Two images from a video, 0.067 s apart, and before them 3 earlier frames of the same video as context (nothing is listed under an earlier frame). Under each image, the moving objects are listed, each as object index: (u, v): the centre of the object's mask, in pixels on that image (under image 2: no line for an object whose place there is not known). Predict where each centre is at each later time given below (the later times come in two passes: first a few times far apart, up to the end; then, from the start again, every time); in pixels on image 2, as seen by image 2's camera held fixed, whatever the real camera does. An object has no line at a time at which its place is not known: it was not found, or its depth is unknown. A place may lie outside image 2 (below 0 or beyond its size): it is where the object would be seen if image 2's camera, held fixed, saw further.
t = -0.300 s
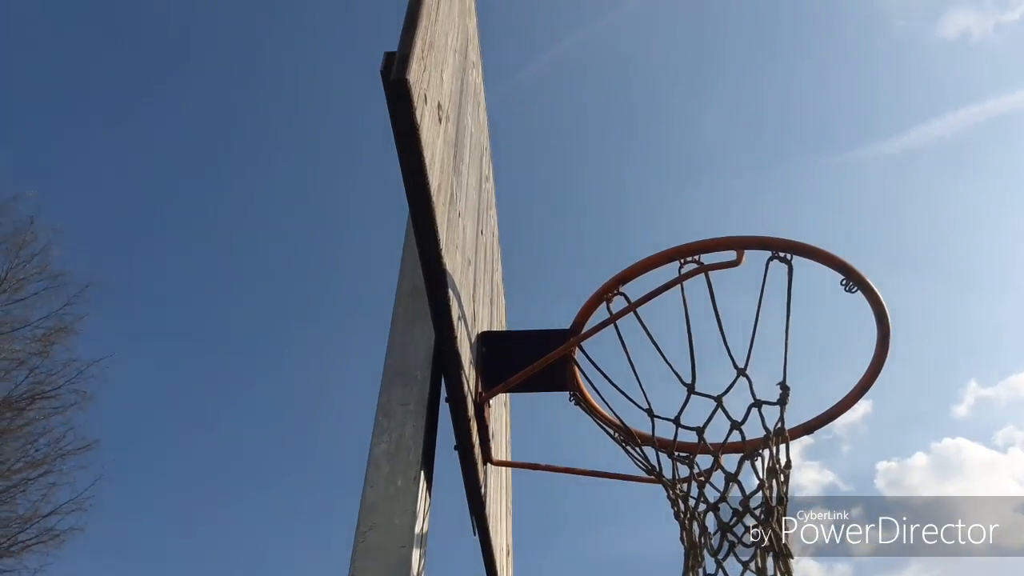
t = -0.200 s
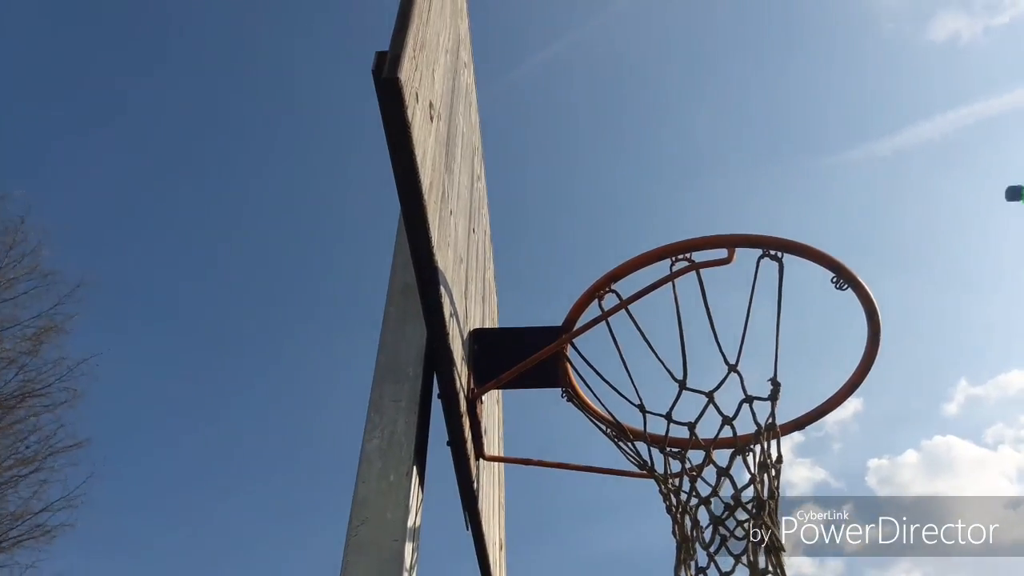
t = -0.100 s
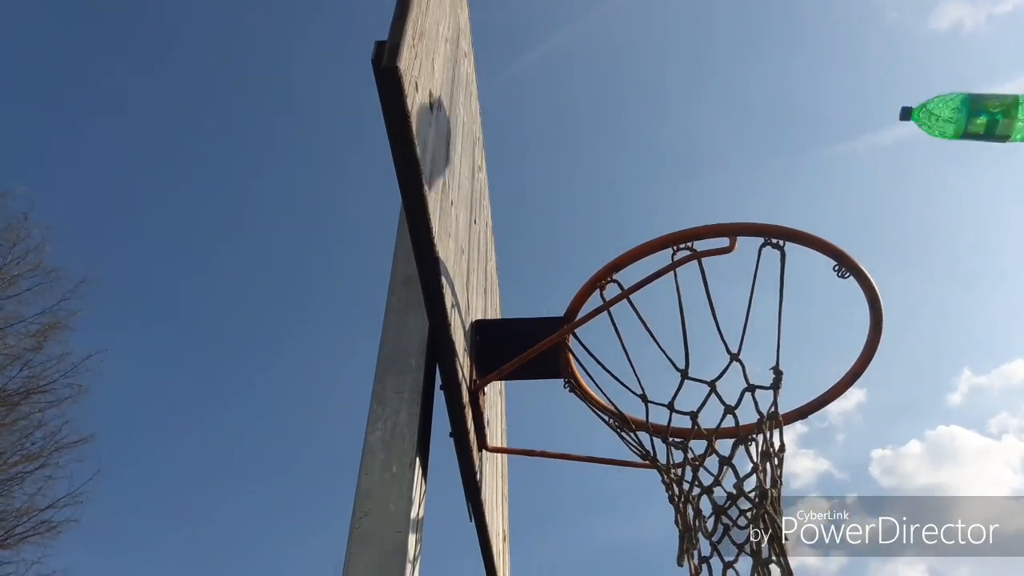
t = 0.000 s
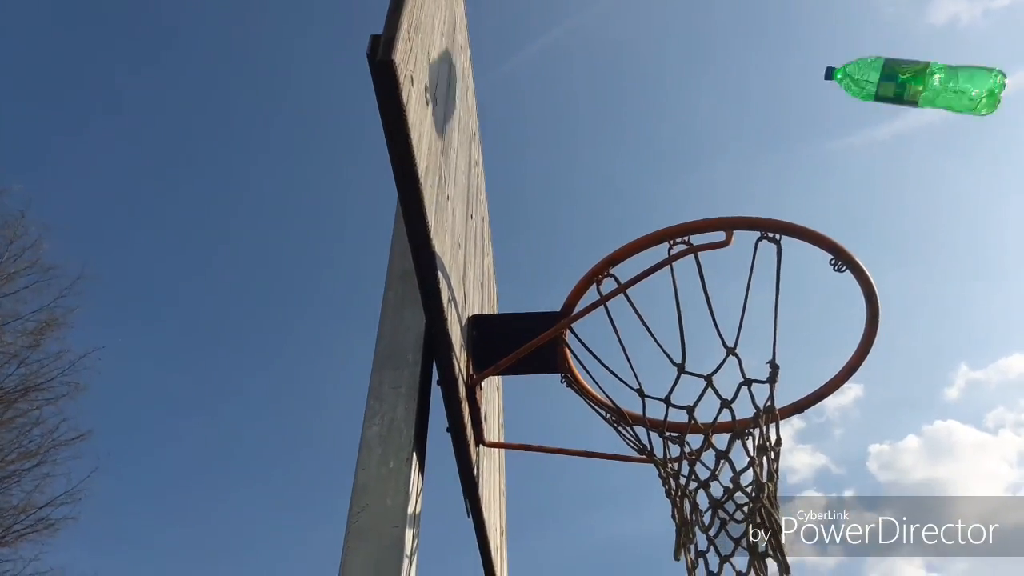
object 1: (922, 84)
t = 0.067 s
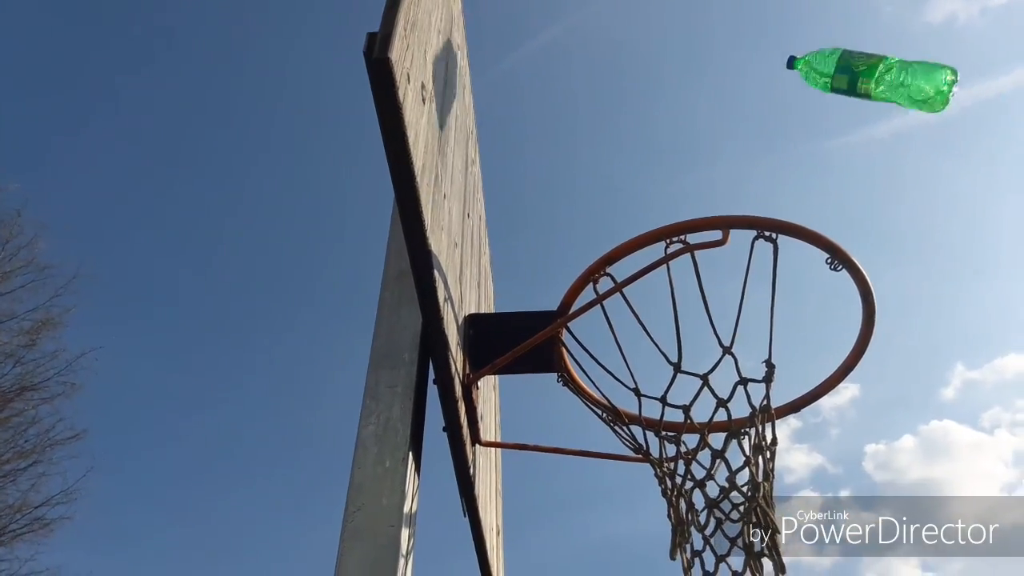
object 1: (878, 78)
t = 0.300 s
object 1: (784, 148)
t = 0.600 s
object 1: (713, 420)
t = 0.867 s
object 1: (712, 443)
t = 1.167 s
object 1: (711, 436)
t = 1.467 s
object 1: (709, 437)
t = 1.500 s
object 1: (710, 439)
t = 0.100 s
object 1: (860, 80)
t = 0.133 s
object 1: (844, 84)
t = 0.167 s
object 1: (830, 90)
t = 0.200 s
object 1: (817, 99)
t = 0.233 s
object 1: (805, 111)
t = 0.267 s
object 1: (794, 127)
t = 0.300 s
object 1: (784, 148)
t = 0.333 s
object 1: (774, 172)
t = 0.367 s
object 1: (762, 198)
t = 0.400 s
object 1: (761, 247)
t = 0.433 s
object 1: (774, 324)
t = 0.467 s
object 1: (748, 360)
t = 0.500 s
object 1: (735, 398)
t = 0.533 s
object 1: (711, 405)
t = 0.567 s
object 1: (700, 414)
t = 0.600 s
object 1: (713, 420)
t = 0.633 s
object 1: (718, 422)
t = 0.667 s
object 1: (711, 422)
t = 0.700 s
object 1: (715, 430)
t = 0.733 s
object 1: (714, 437)
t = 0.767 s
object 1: (713, 442)
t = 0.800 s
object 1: (711, 441)
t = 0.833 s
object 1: (711, 442)
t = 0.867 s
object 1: (712, 443)
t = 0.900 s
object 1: (711, 442)
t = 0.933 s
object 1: (710, 441)
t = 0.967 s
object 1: (712, 440)
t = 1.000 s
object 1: (713, 440)
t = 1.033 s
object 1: (714, 440)
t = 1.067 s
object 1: (711, 438)
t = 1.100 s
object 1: (713, 438)
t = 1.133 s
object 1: (711, 436)
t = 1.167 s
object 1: (711, 436)
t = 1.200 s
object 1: (710, 434)
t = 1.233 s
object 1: (708, 434)
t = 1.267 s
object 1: (710, 436)
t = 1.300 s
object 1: (708, 435)
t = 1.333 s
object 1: (708, 436)
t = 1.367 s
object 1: (709, 436)
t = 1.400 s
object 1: (709, 437)
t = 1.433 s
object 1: (711, 438)
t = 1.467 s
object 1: (709, 437)
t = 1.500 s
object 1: (710, 439)
